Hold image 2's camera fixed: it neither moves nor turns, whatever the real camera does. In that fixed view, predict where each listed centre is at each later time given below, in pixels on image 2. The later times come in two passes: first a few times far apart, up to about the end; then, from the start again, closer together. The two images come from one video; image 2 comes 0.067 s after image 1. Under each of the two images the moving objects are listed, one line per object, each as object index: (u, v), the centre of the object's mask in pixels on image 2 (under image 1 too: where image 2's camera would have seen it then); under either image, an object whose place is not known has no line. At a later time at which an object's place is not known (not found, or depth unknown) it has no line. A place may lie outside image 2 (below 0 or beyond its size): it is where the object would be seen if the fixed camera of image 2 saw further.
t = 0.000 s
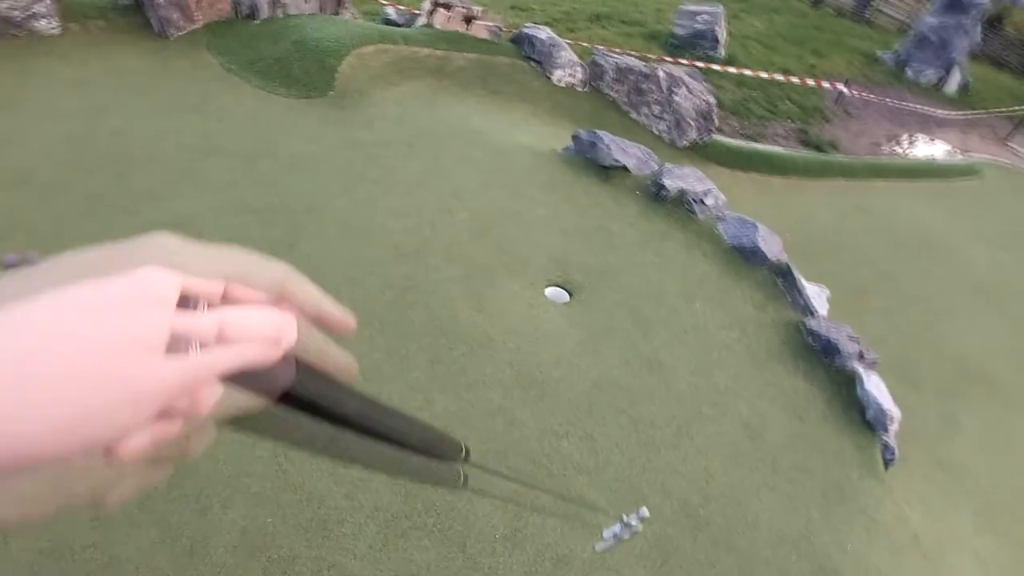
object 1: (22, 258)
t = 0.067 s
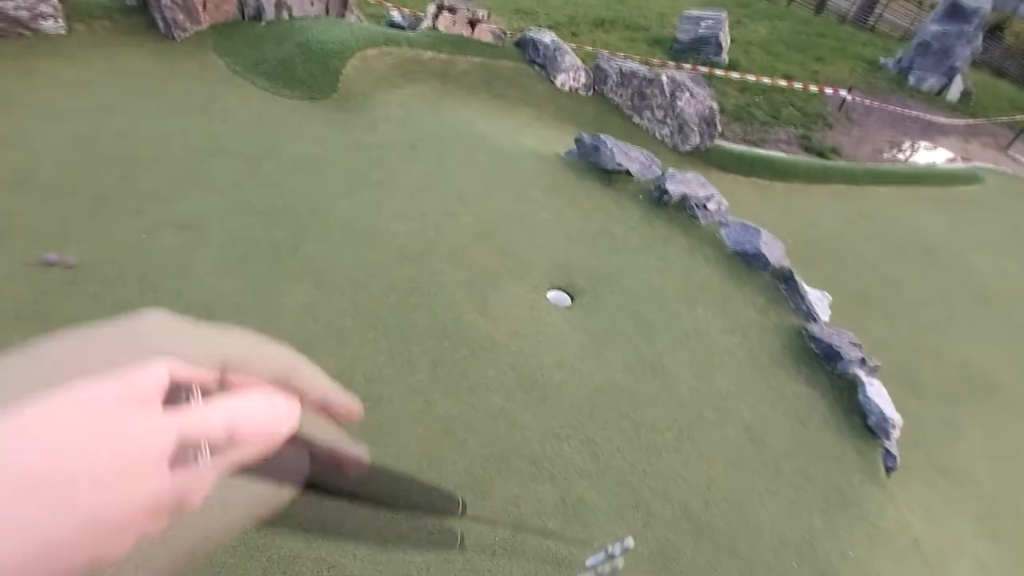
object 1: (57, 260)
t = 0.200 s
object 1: (128, 262)
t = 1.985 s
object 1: (626, 261)
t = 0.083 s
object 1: (67, 261)
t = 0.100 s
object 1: (77, 261)
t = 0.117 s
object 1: (84, 260)
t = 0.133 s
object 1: (92, 262)
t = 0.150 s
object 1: (102, 261)
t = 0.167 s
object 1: (110, 262)
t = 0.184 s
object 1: (120, 261)
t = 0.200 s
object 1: (128, 262)
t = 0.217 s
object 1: (137, 261)
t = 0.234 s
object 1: (144, 262)
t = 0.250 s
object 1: (152, 263)
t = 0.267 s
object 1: (159, 264)
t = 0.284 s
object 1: (168, 264)
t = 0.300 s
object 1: (175, 264)
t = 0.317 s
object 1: (185, 264)
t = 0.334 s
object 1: (193, 264)
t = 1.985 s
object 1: (626, 261)
